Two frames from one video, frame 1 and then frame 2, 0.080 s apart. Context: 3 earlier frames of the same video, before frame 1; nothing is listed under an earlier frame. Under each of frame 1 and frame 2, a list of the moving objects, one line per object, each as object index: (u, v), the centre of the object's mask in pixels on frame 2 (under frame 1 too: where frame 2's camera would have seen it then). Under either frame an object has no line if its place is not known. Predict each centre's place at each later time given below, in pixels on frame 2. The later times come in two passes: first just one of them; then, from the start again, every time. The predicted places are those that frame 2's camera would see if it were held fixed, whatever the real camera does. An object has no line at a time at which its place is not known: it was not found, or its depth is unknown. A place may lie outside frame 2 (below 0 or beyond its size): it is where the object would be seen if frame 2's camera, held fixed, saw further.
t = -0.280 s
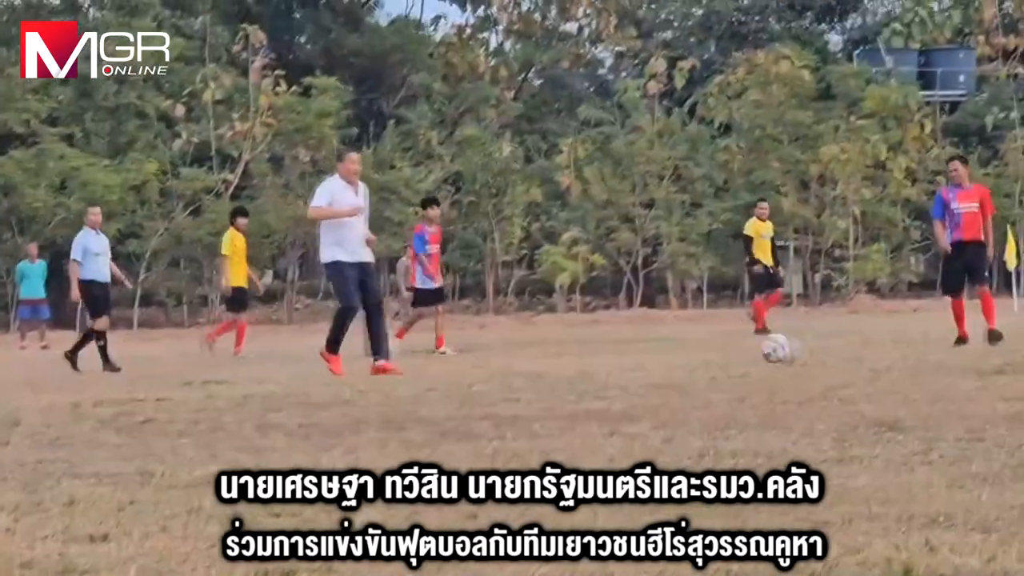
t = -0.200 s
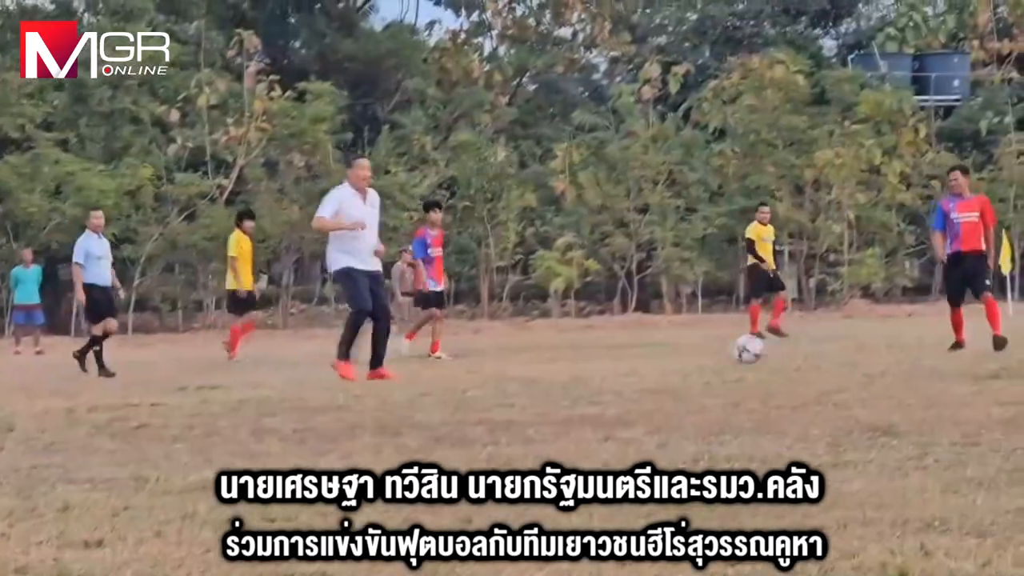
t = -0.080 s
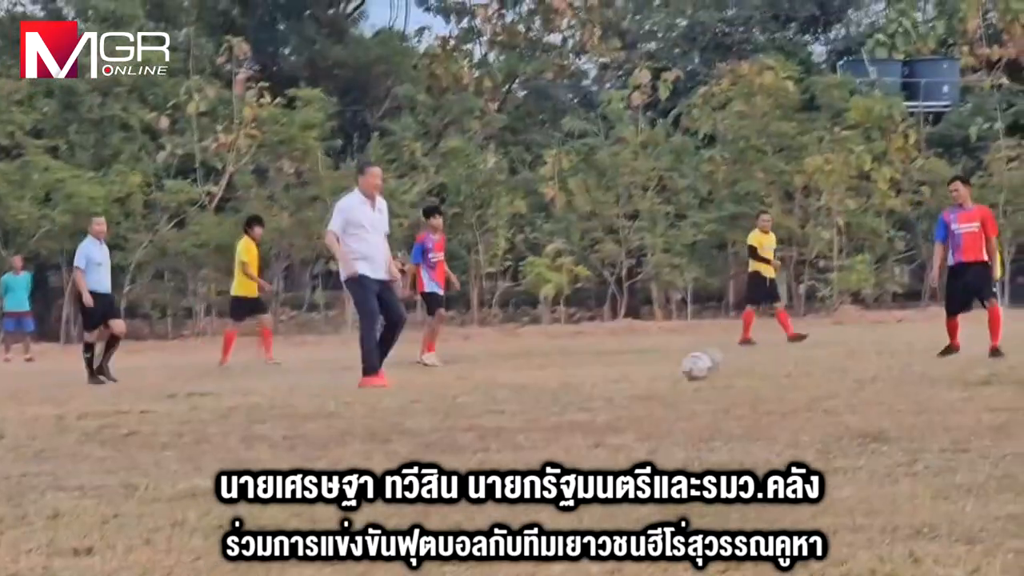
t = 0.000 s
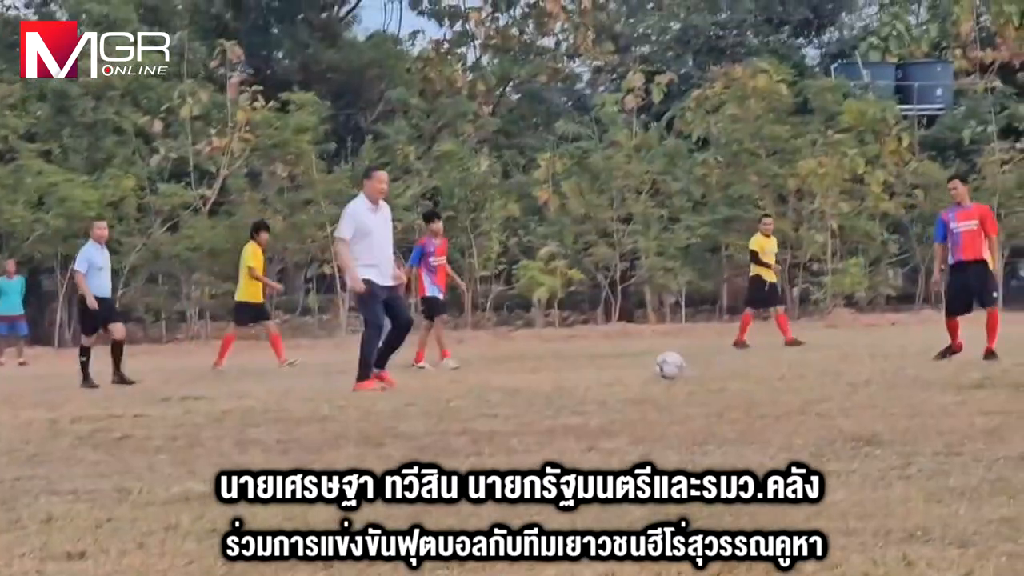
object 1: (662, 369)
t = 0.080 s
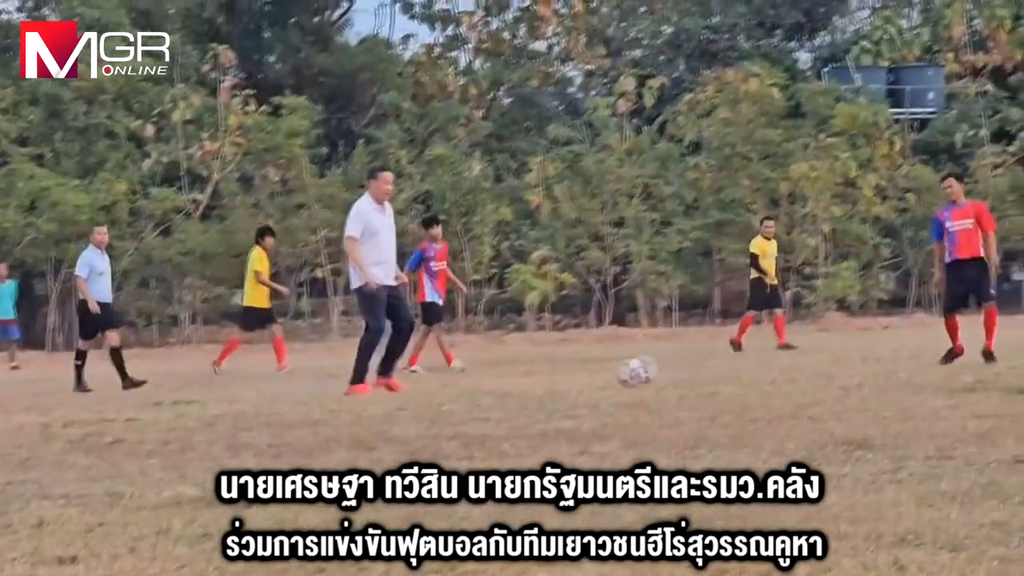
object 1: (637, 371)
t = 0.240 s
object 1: (587, 376)
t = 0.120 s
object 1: (628, 373)
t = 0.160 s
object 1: (611, 374)
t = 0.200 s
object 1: (601, 375)
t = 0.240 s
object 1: (587, 376)
